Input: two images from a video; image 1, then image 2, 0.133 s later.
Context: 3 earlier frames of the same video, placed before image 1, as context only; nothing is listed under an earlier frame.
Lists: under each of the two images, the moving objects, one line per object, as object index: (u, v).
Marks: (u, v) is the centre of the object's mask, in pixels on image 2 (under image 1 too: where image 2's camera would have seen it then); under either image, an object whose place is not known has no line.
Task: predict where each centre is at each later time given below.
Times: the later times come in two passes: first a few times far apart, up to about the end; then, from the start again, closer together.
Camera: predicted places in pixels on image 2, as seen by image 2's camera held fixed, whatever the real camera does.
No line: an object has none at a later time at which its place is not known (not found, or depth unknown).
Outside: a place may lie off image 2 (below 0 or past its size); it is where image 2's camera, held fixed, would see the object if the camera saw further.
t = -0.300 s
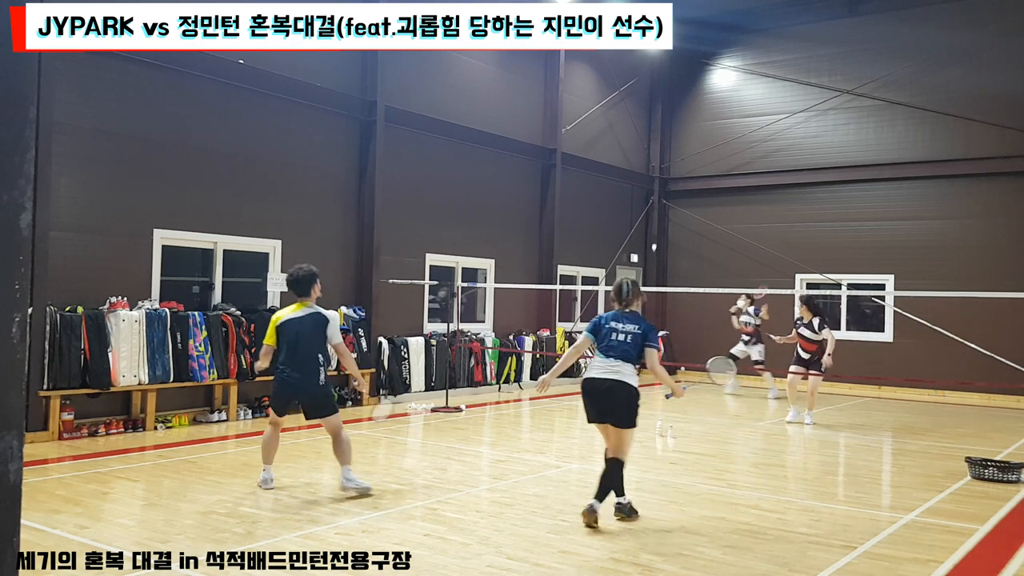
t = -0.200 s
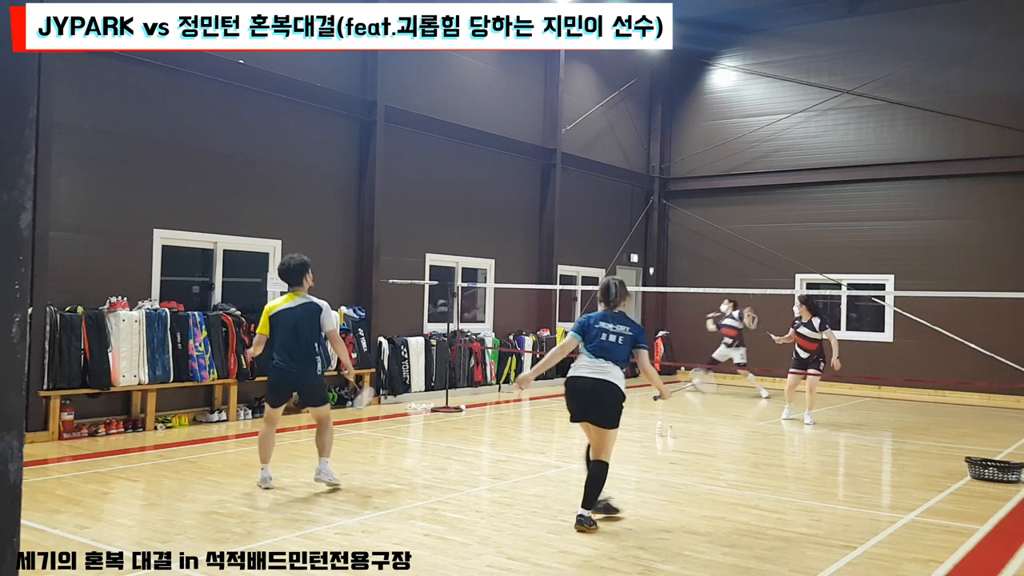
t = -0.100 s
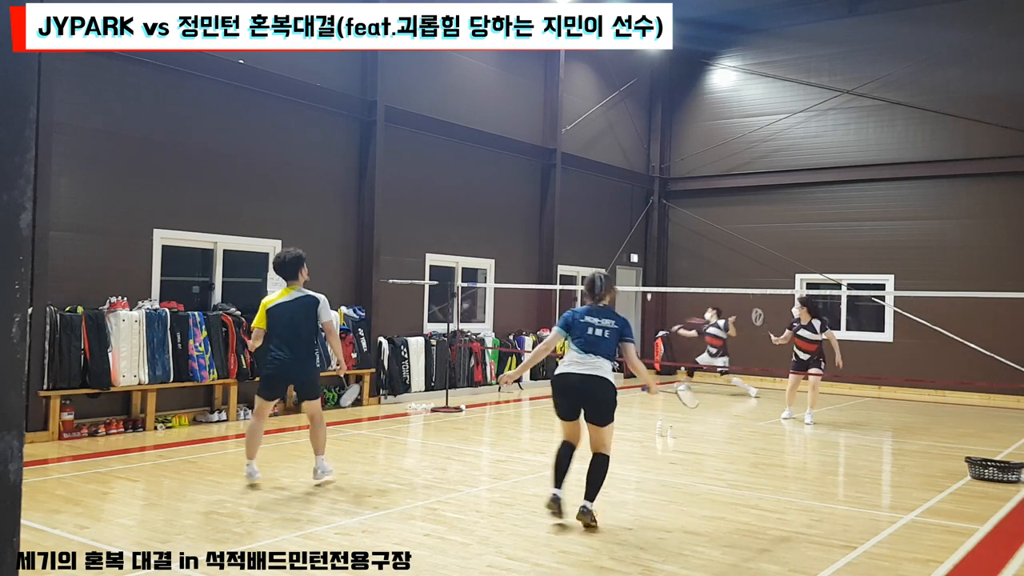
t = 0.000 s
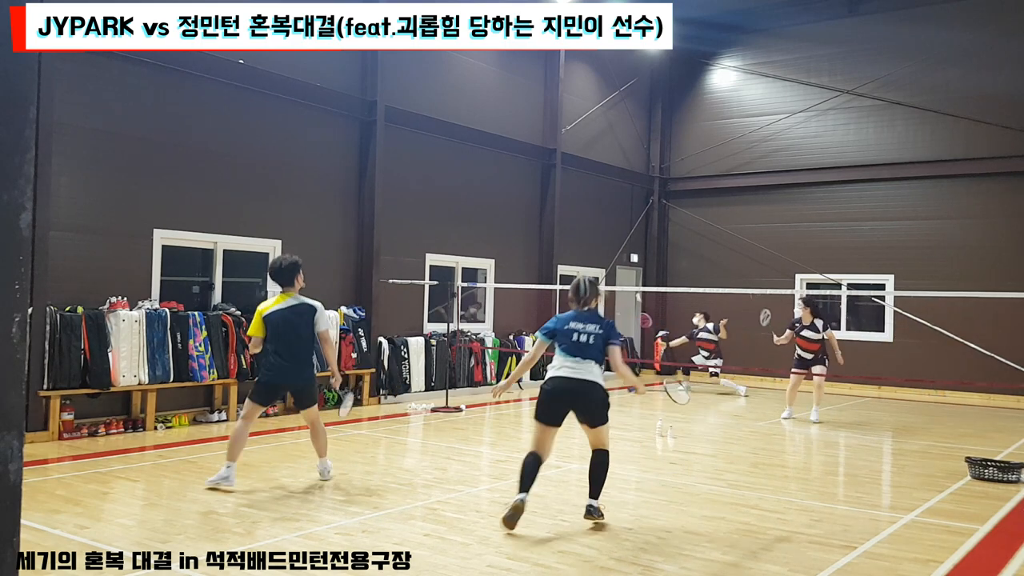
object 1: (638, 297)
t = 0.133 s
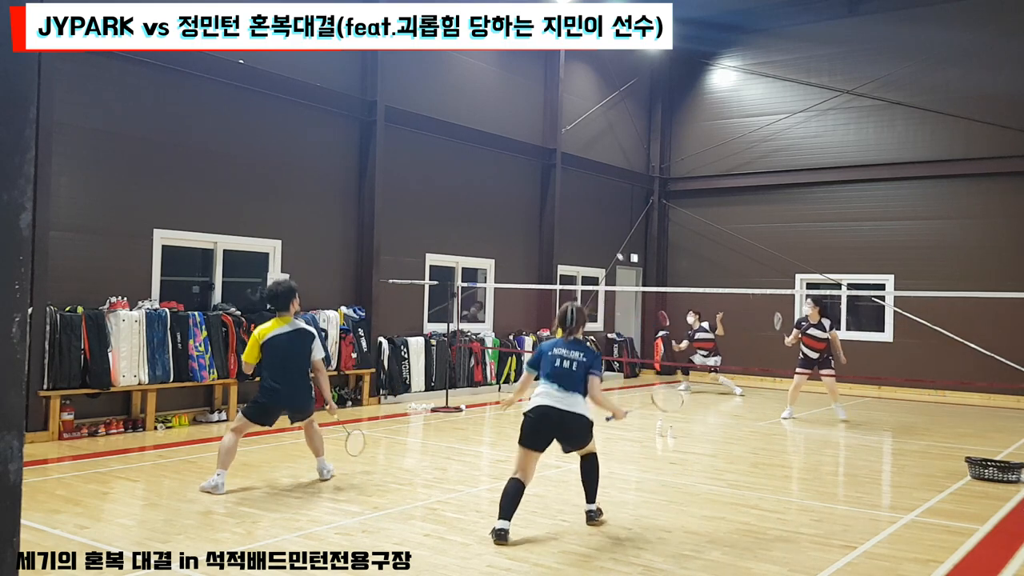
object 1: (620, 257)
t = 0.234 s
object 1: (604, 237)
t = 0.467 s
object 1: (572, 218)
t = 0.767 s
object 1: (530, 256)
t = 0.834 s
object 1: (521, 274)
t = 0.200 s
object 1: (609, 243)
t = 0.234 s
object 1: (604, 237)
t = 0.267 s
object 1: (600, 232)
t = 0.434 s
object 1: (577, 218)
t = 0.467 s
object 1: (572, 218)
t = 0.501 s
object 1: (567, 219)
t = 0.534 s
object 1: (563, 220)
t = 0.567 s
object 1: (558, 223)
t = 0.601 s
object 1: (553, 226)
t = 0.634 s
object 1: (549, 231)
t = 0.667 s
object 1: (544, 236)
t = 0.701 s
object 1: (539, 242)
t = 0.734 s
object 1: (535, 248)
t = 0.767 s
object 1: (530, 256)
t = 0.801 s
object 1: (526, 265)
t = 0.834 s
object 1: (521, 274)
